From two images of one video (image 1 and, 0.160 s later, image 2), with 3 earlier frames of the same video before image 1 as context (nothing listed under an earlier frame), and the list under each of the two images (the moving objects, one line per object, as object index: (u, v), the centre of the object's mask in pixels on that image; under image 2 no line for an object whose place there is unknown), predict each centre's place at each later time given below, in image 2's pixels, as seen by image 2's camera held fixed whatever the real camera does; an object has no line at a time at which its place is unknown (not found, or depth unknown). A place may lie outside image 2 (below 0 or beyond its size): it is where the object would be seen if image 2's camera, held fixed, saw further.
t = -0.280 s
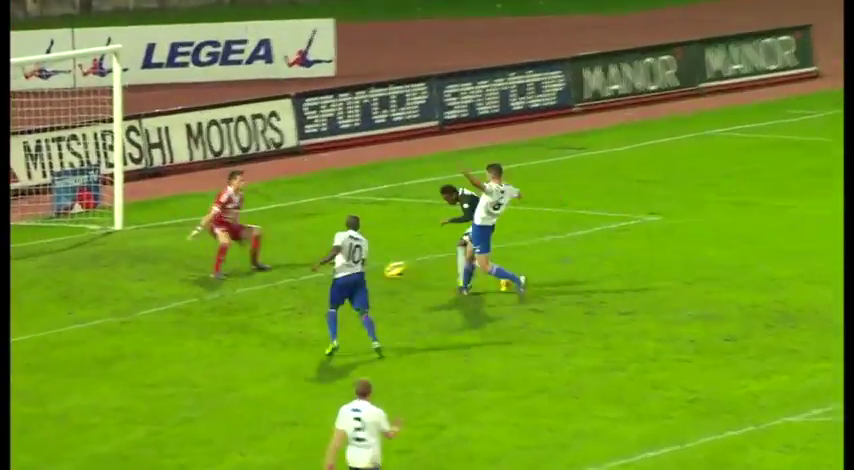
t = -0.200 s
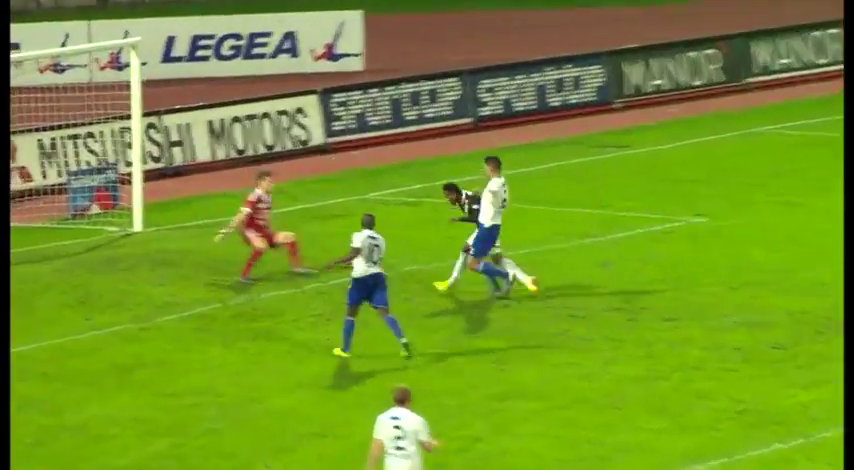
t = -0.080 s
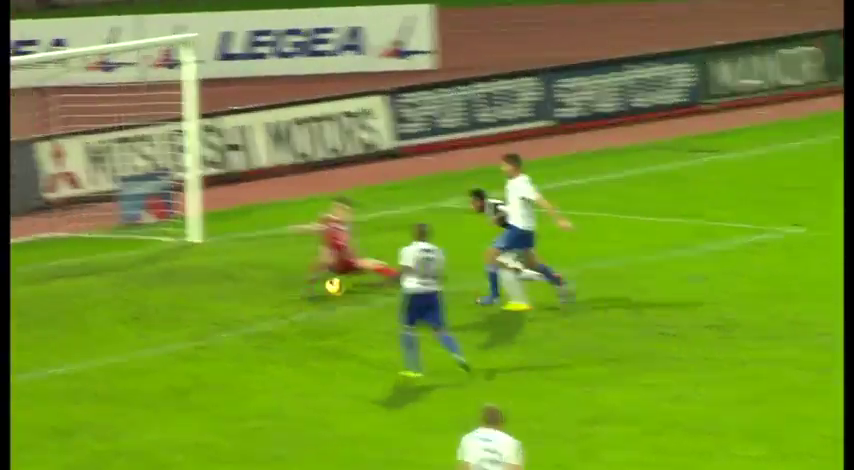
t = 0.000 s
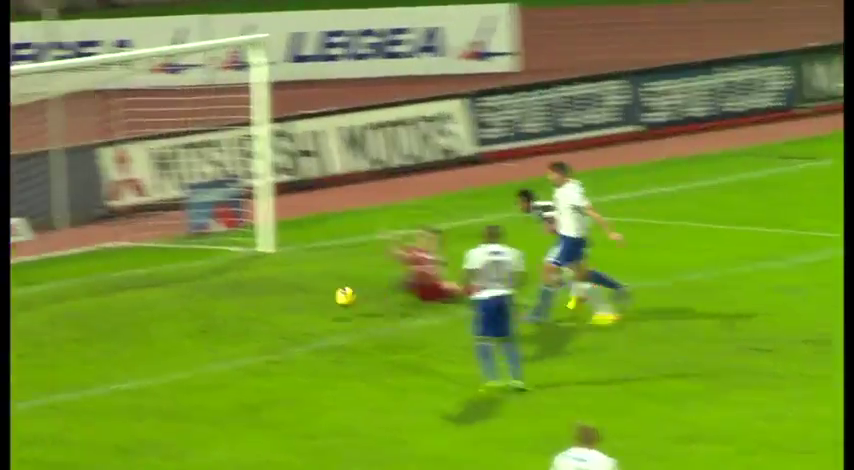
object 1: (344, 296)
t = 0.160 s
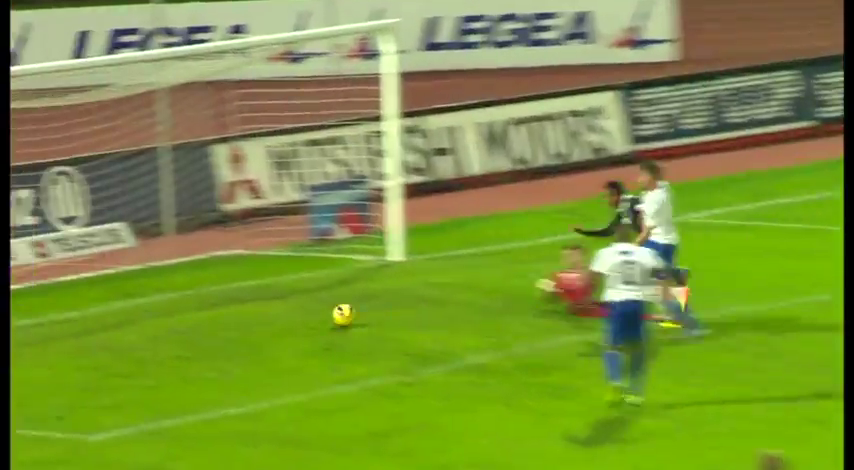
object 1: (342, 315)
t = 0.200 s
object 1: (313, 312)
